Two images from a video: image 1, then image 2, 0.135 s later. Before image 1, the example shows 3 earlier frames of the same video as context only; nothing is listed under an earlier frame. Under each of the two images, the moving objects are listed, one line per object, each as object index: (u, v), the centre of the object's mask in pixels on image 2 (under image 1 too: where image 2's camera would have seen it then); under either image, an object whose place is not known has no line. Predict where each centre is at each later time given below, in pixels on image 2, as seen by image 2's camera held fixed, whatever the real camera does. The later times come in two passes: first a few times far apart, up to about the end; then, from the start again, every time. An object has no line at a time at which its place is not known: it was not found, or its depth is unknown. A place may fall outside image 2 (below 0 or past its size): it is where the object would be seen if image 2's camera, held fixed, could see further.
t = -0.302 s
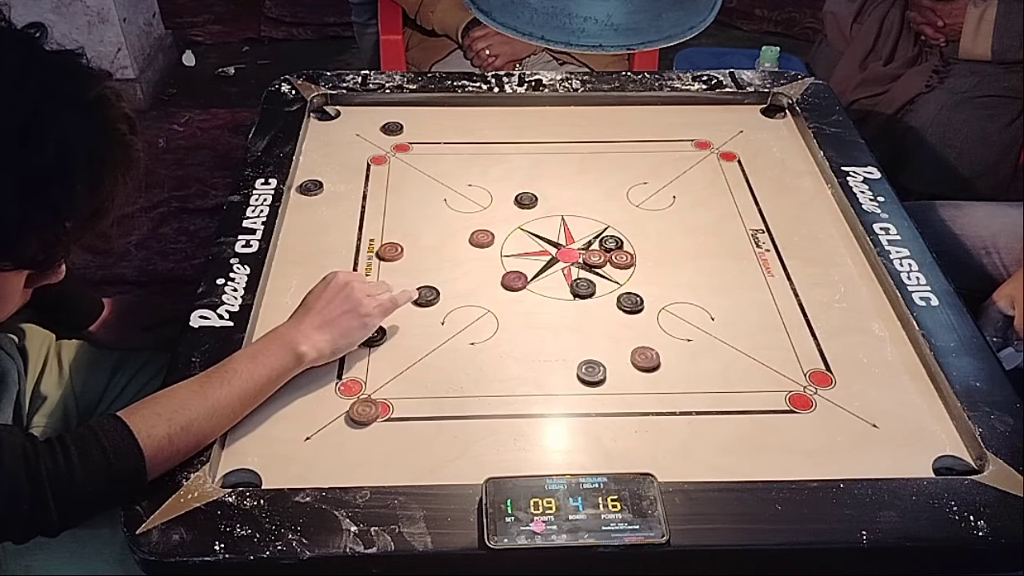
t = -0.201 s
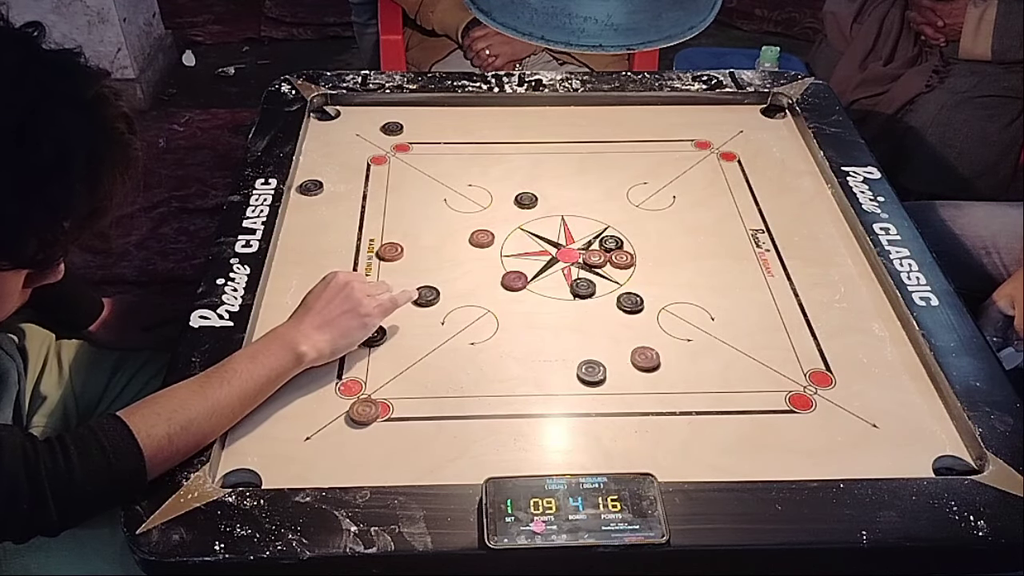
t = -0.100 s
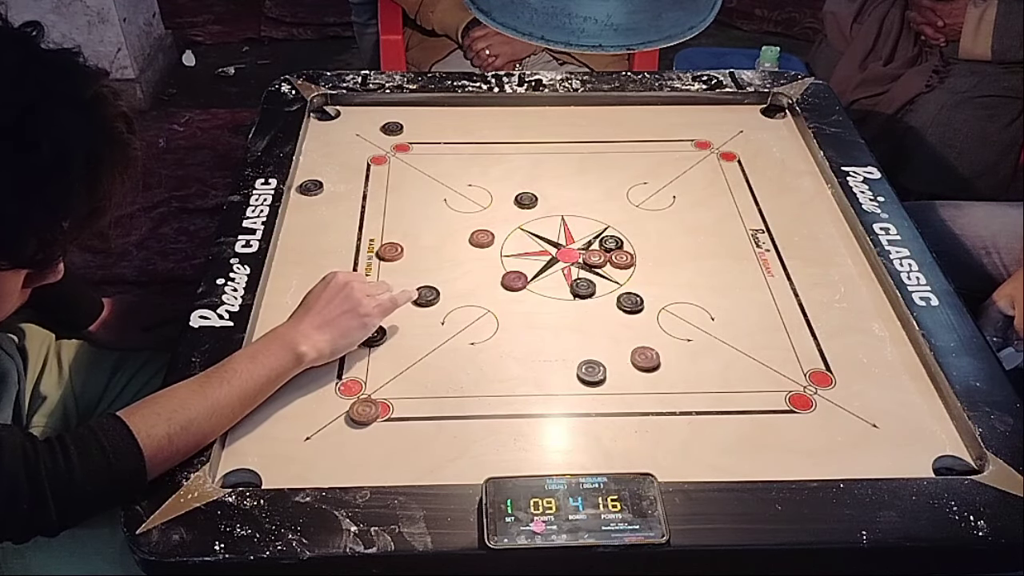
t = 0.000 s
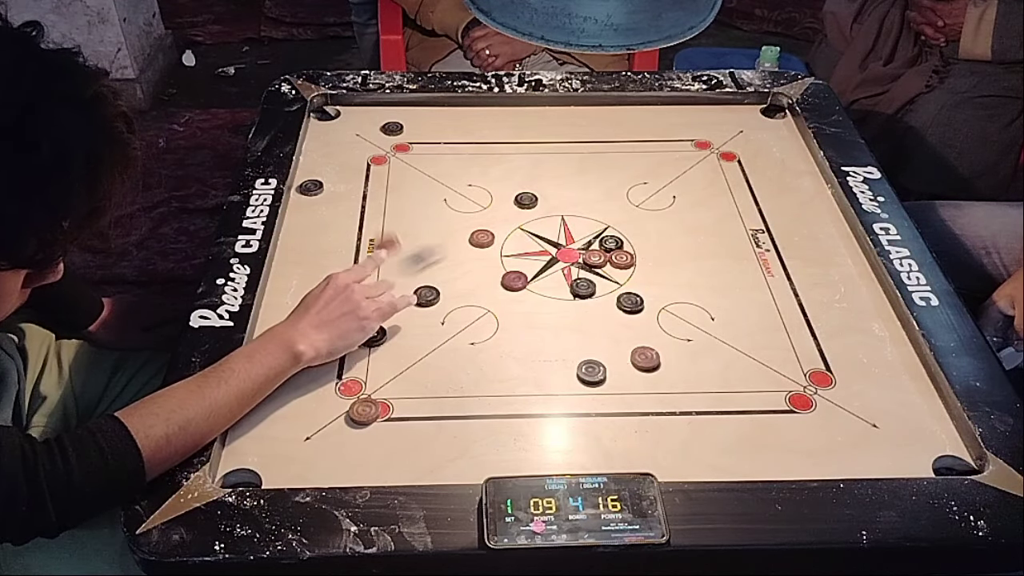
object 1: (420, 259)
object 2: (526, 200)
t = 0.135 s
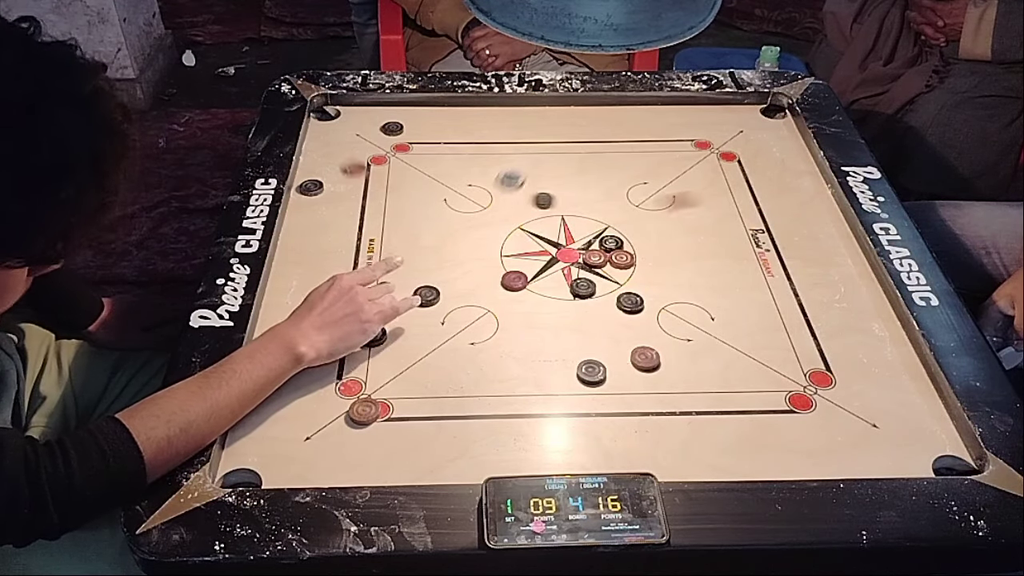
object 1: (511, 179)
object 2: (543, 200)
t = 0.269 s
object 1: (546, 125)
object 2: (598, 201)
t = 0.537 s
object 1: (534, 152)
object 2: (647, 201)
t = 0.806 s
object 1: (476, 168)
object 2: (647, 200)
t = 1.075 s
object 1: (470, 170)
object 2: (647, 201)
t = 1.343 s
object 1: (470, 170)
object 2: (647, 201)
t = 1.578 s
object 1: (470, 170)
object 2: (647, 200)
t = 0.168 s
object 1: (521, 164)
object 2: (559, 200)
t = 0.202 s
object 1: (529, 150)
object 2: (573, 201)
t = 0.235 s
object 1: (538, 137)
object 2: (586, 201)
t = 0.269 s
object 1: (546, 125)
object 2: (598, 201)
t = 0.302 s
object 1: (554, 112)
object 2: (608, 201)
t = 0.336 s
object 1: (560, 119)
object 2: (617, 201)
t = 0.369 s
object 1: (567, 127)
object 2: (625, 201)
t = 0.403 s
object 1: (575, 135)
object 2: (632, 201)
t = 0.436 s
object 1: (570, 141)
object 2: (638, 201)
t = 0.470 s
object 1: (557, 145)
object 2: (642, 201)
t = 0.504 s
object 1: (545, 148)
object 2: (645, 201)
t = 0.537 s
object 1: (534, 152)
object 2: (647, 201)
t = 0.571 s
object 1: (524, 155)
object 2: (647, 201)
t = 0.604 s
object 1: (514, 157)
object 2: (647, 201)
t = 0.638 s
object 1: (505, 160)
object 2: (647, 201)
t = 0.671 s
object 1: (498, 162)
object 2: (647, 201)
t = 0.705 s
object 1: (491, 163)
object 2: (647, 200)
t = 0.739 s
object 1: (485, 165)
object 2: (647, 200)
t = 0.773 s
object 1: (480, 166)
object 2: (647, 200)
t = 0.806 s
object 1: (476, 168)
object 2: (647, 200)
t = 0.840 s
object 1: (473, 169)
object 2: (647, 200)
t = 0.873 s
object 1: (471, 169)
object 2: (647, 200)
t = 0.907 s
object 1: (470, 169)
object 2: (647, 201)
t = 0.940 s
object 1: (470, 170)
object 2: (647, 200)
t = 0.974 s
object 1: (470, 170)
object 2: (647, 200)
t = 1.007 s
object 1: (470, 170)
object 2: (647, 200)
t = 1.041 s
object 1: (470, 170)
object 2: (647, 201)
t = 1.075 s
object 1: (470, 170)
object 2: (647, 201)
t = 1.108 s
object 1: (470, 170)
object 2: (647, 201)
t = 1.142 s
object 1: (470, 170)
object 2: (647, 201)
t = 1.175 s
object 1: (470, 170)
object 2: (647, 201)
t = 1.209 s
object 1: (470, 170)
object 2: (647, 201)
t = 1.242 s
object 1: (470, 170)
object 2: (647, 201)
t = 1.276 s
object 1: (470, 170)
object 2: (647, 201)
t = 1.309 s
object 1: (470, 170)
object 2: (647, 201)
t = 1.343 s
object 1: (470, 170)
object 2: (647, 201)
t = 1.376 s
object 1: (470, 170)
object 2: (647, 201)
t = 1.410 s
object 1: (470, 170)
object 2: (647, 201)
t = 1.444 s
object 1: (470, 170)
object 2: (647, 201)
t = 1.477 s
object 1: (470, 170)
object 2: (647, 200)
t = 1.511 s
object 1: (470, 170)
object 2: (647, 200)
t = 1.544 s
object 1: (470, 170)
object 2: (647, 200)
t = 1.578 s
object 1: (470, 170)
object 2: (647, 200)
